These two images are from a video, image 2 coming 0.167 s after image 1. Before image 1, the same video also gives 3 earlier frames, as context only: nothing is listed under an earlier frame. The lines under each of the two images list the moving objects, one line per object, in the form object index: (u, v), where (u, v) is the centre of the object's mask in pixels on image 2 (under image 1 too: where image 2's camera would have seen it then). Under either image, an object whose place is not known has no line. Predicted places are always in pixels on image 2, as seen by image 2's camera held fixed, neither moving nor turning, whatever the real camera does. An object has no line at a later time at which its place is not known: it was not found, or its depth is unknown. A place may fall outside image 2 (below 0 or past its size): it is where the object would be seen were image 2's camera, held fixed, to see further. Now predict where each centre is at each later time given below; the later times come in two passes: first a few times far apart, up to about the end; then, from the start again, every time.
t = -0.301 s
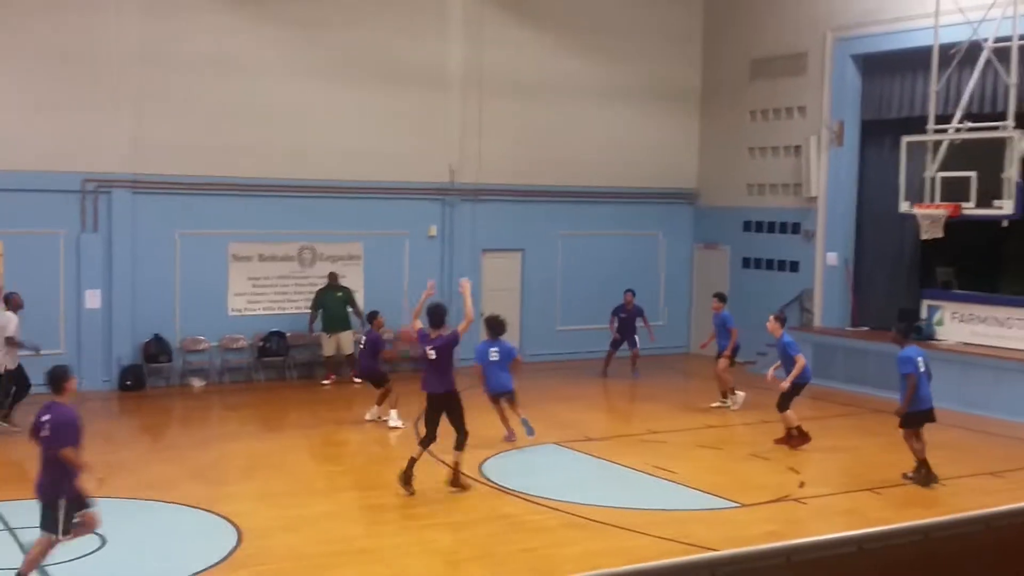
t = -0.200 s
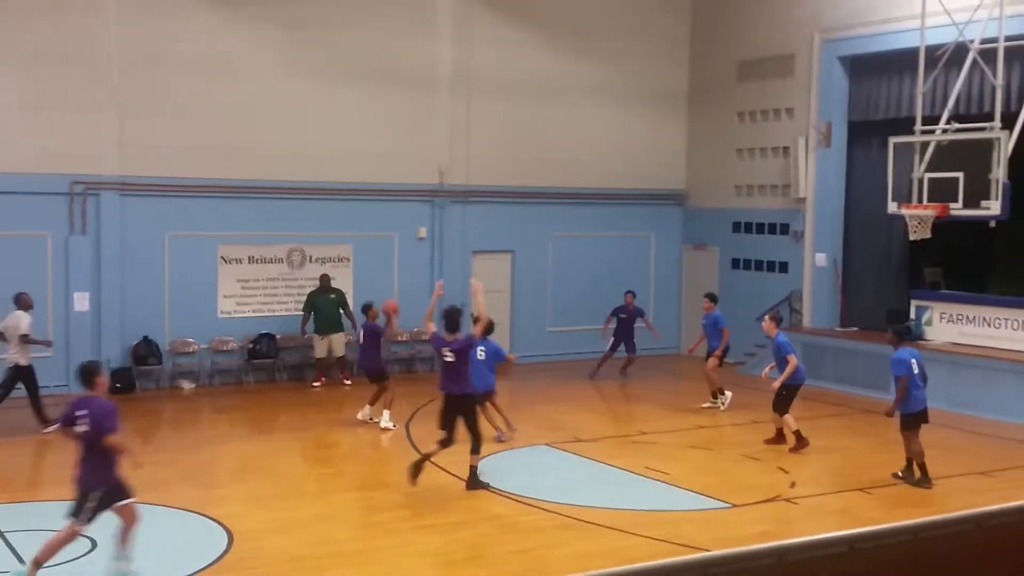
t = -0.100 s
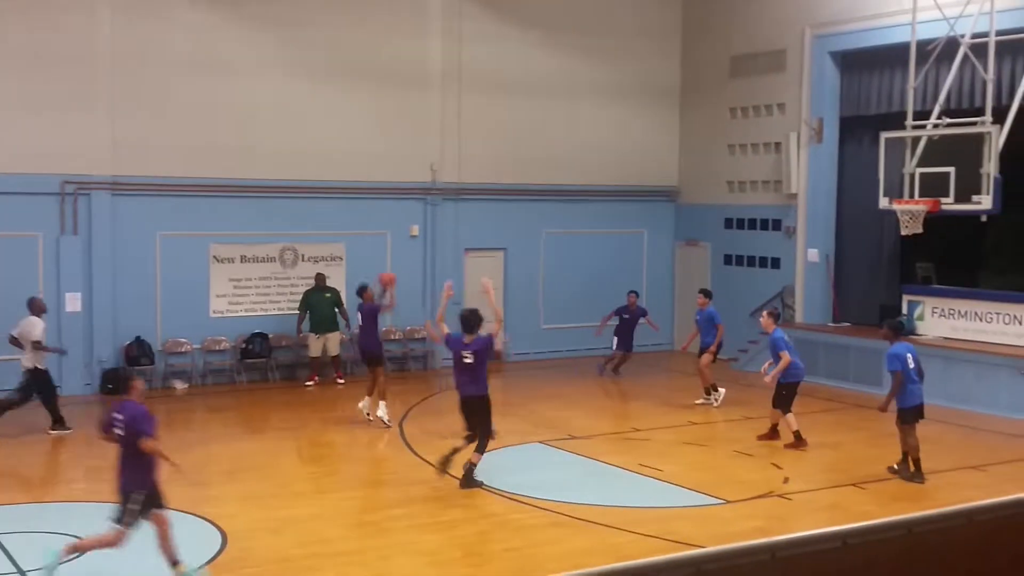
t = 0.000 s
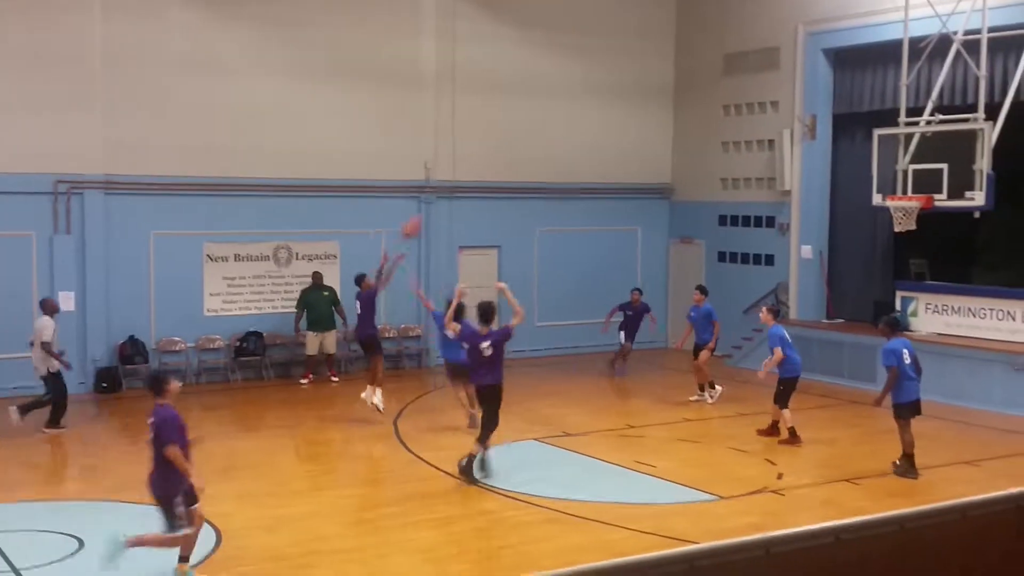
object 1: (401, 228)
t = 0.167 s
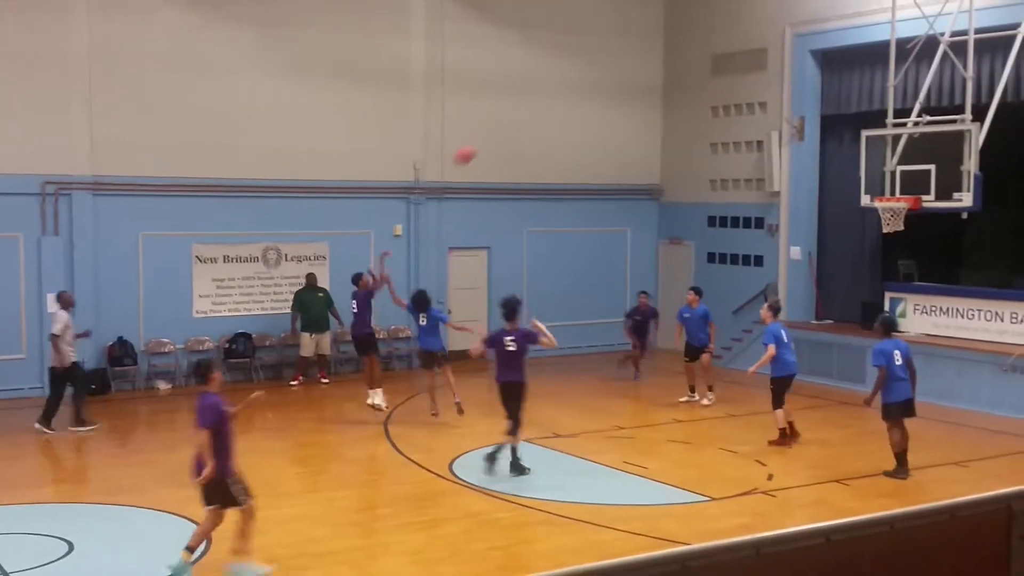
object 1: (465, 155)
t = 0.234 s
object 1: (490, 131)
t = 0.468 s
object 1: (578, 72)
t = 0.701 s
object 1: (664, 53)
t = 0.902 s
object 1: (737, 68)
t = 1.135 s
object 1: (821, 126)
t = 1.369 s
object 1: (898, 184)
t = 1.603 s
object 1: (932, 170)
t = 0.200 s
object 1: (477, 144)
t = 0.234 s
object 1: (490, 131)
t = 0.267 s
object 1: (501, 121)
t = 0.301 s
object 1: (514, 111)
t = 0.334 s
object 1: (528, 101)
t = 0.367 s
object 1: (540, 92)
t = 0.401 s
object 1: (553, 85)
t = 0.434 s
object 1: (565, 78)
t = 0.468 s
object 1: (578, 72)
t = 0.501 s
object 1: (591, 67)
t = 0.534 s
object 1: (603, 63)
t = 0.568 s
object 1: (615, 59)
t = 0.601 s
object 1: (627, 56)
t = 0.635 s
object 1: (639, 54)
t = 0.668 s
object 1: (651, 53)
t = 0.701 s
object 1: (664, 53)
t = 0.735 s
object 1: (675, 53)
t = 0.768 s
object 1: (689, 54)
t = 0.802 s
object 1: (701, 56)
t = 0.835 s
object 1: (714, 60)
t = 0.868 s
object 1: (724, 63)
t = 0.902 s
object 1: (737, 68)
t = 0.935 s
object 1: (750, 73)
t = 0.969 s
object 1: (760, 80)
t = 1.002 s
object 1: (772, 88)
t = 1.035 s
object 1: (784, 96)
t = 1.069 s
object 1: (796, 105)
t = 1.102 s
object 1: (808, 115)
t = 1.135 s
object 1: (821, 126)
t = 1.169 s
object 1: (830, 135)
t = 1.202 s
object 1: (842, 146)
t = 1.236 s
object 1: (852, 159)
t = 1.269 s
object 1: (865, 173)
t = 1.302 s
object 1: (874, 186)
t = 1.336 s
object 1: (885, 188)
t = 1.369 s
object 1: (898, 184)
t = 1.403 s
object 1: (910, 180)
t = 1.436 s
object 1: (919, 178)
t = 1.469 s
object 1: (928, 177)
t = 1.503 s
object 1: (929, 174)
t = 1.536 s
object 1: (930, 172)
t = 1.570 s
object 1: (931, 170)
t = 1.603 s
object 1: (932, 170)
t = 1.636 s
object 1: (934, 171)
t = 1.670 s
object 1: (935, 172)
